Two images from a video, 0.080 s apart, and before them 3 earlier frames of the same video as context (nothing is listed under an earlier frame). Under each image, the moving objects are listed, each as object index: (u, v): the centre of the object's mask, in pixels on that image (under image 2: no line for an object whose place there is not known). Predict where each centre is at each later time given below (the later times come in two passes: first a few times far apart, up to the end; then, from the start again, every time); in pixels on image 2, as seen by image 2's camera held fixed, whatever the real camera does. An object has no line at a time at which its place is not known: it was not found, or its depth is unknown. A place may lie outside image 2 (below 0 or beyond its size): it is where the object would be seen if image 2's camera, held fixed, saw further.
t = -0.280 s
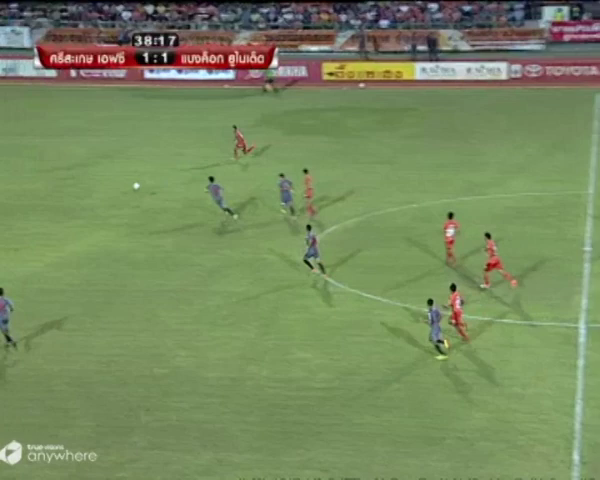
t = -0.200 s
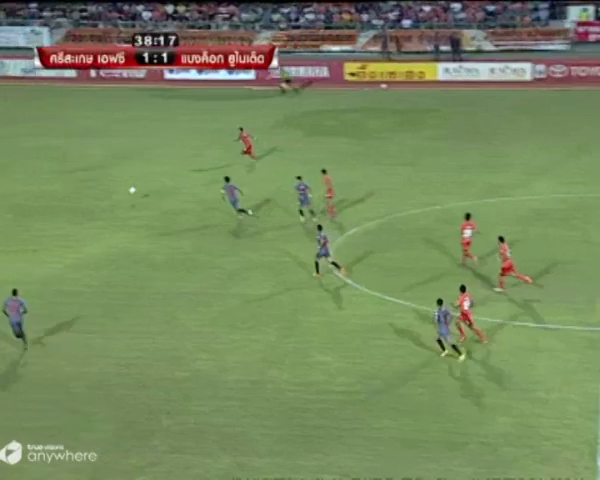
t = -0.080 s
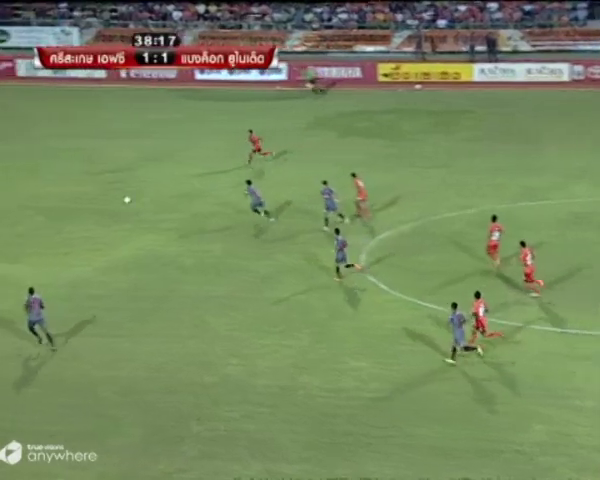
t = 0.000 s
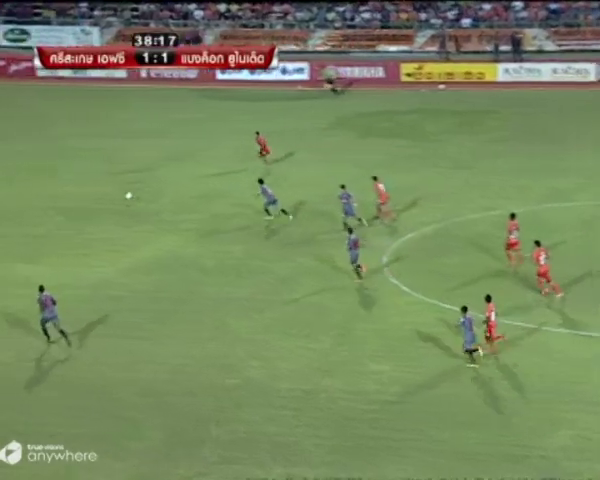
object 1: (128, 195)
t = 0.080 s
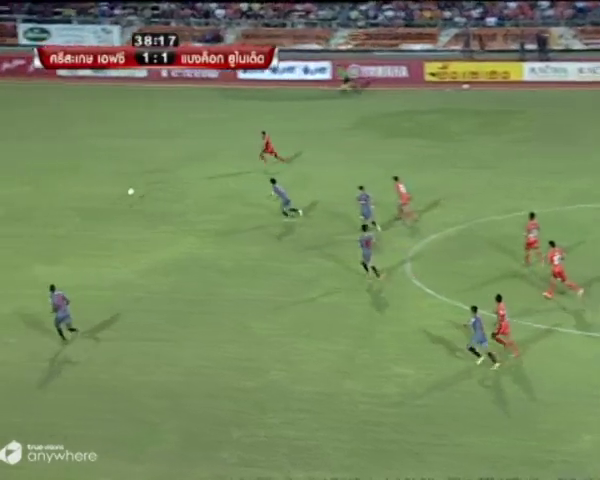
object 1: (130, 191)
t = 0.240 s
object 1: (93, 188)
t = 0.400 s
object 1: (57, 192)
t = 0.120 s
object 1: (121, 190)
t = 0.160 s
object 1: (112, 189)
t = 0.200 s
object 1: (103, 188)
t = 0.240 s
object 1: (93, 188)
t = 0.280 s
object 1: (84, 188)
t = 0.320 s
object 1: (75, 189)
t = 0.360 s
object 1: (66, 191)
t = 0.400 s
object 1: (57, 192)
